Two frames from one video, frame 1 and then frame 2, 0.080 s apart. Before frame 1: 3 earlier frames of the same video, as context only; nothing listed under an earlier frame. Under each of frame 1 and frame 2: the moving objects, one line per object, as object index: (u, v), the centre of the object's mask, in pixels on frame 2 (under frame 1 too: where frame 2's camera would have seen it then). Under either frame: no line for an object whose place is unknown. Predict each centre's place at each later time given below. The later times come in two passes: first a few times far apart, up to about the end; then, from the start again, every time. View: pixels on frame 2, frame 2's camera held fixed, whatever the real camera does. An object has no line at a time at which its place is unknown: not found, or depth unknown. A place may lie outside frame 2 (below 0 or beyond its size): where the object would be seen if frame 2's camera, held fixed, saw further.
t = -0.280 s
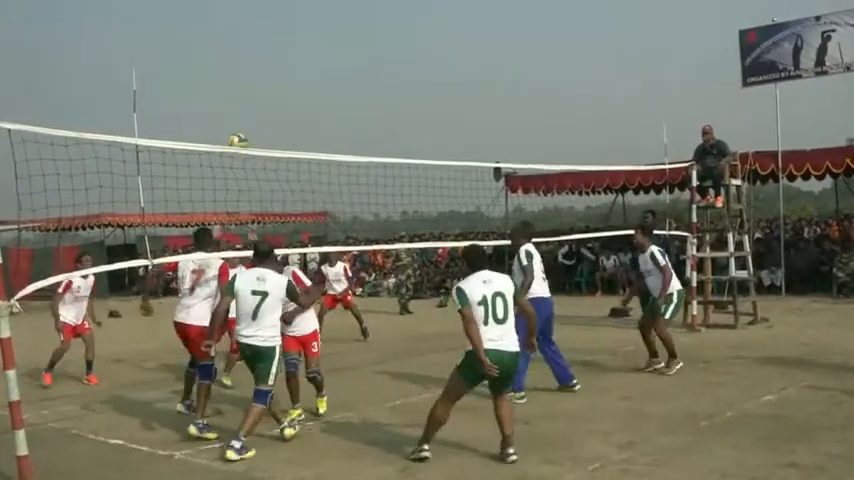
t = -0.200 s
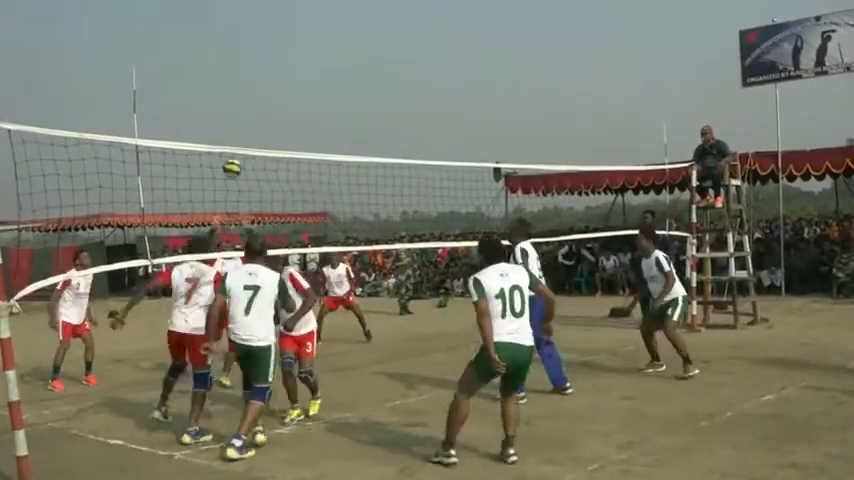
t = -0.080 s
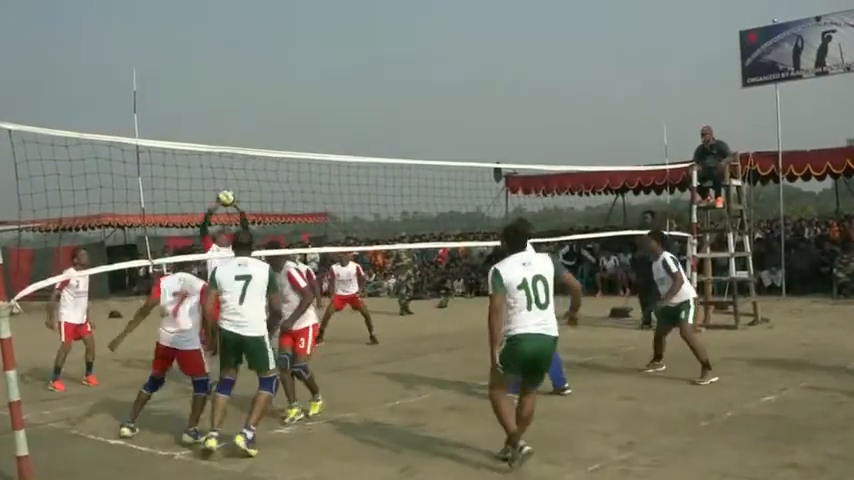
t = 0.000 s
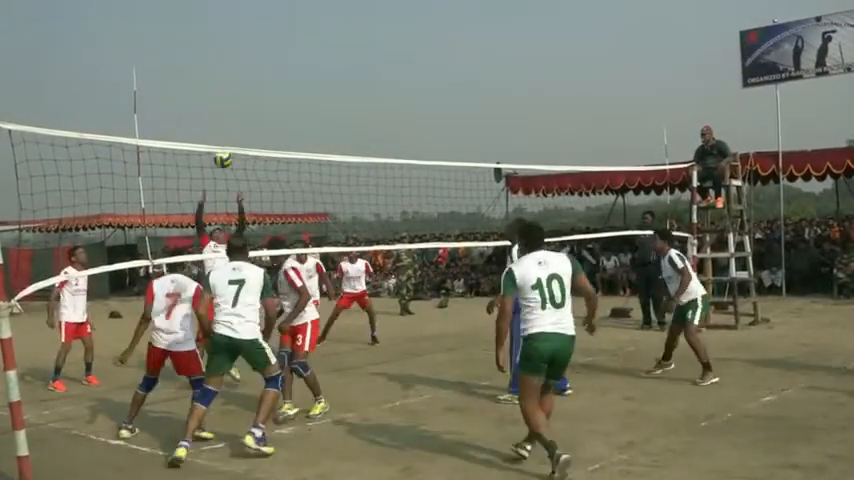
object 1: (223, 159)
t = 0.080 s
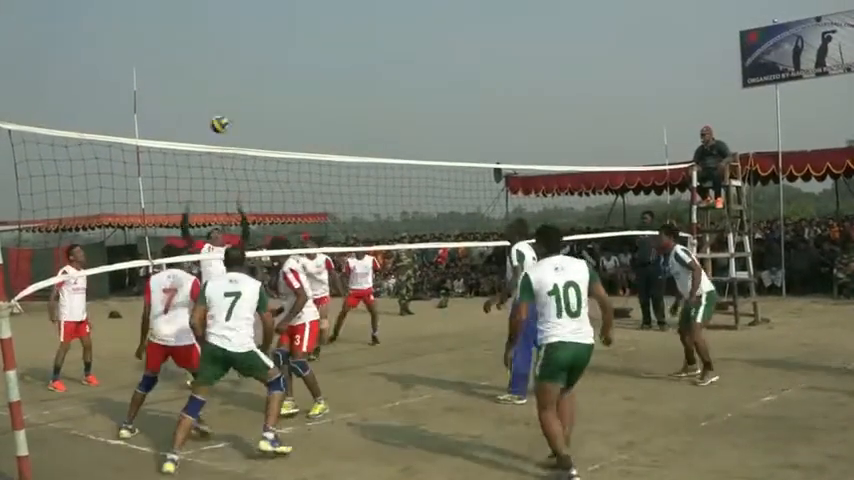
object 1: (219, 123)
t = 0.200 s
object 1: (215, 81)
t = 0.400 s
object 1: (209, 36)
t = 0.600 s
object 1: (204, 24)
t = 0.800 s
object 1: (201, 48)
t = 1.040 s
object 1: (200, 123)
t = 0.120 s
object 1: (218, 108)
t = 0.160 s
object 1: (216, 94)
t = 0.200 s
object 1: (215, 81)
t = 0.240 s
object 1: (214, 70)
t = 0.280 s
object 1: (213, 59)
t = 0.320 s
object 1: (212, 50)
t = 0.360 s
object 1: (210, 42)
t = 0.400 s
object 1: (209, 36)
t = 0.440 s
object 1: (208, 32)
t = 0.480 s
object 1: (207, 28)
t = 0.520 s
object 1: (206, 25)
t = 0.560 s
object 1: (205, 23)
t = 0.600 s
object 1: (204, 24)
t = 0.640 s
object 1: (204, 25)
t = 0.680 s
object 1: (203, 29)
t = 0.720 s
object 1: (202, 32)
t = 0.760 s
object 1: (201, 40)
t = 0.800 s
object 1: (201, 48)
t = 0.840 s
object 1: (201, 56)
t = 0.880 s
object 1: (201, 66)
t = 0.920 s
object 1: (200, 78)
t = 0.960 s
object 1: (199, 91)
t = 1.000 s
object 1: (199, 106)
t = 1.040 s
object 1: (200, 123)
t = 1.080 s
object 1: (200, 138)
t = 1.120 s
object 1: (199, 159)
